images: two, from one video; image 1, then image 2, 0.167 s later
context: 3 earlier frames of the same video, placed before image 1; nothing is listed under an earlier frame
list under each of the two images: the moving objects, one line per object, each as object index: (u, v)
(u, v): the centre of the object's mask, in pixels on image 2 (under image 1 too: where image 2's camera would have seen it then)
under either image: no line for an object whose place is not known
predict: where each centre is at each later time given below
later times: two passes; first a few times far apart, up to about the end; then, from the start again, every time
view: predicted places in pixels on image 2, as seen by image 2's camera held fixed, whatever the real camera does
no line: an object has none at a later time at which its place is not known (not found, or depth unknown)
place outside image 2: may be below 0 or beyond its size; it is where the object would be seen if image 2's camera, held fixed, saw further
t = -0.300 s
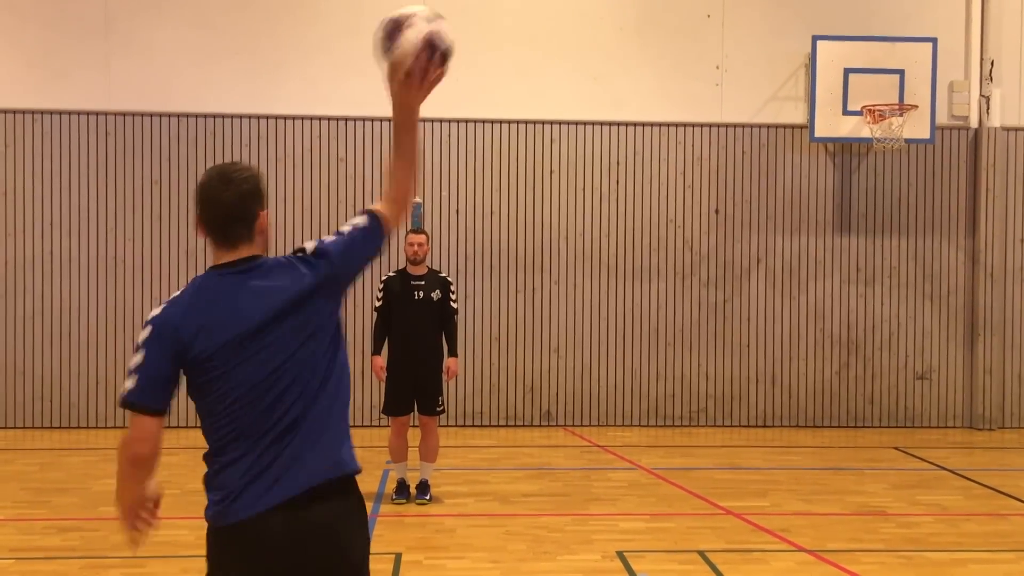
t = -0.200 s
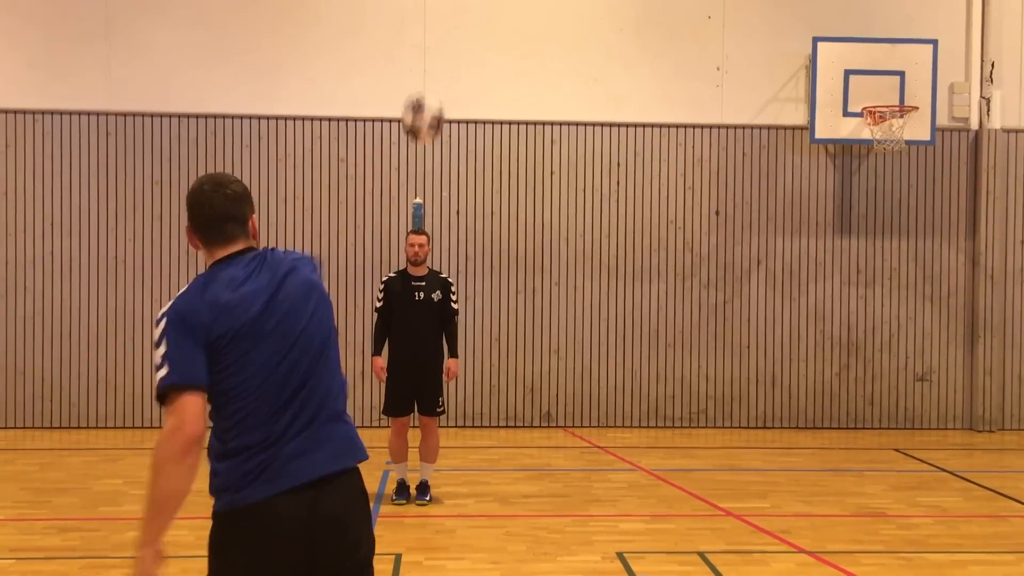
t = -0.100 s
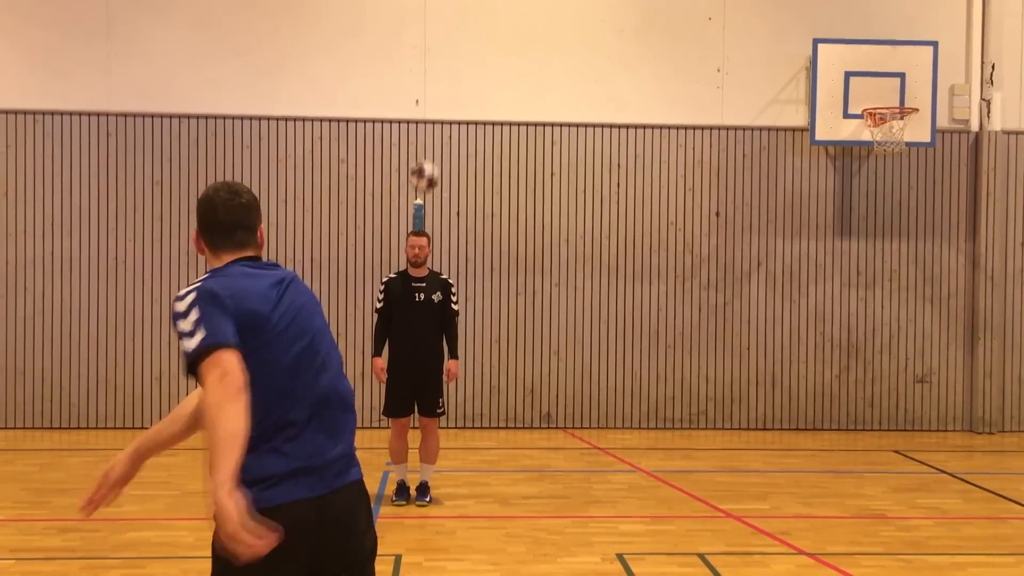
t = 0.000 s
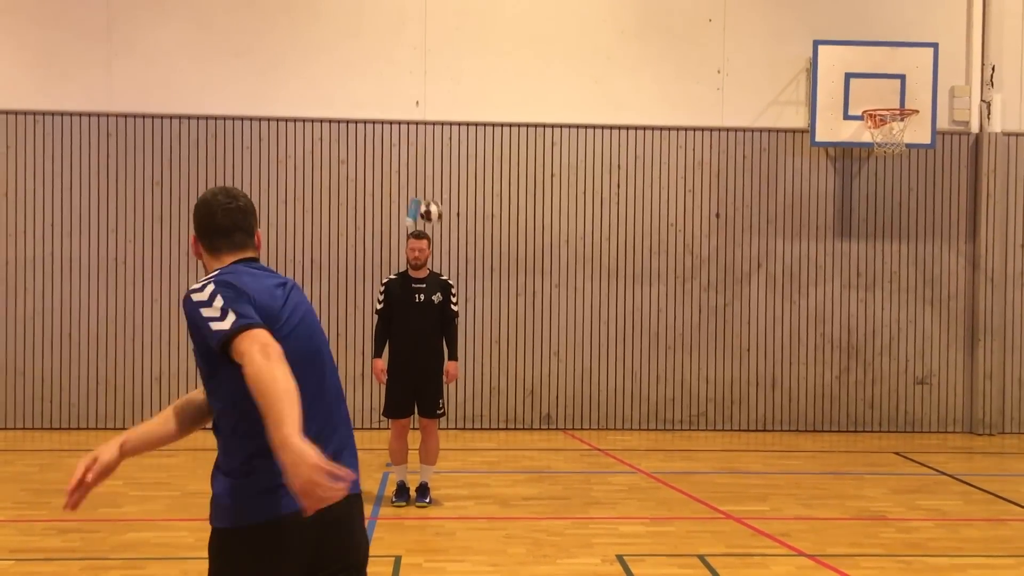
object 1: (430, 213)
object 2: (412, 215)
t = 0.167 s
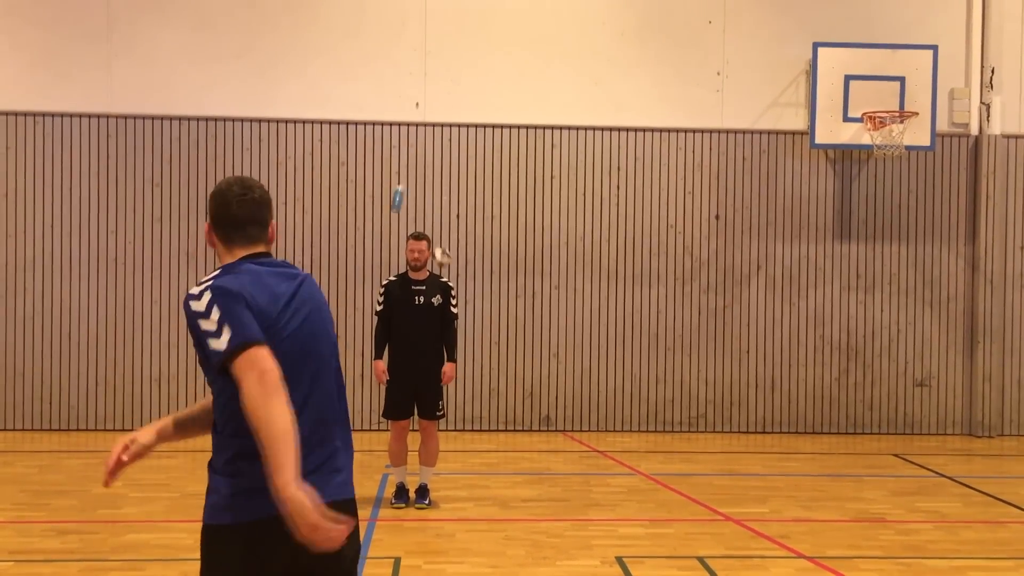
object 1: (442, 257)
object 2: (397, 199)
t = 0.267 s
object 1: (451, 277)
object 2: (389, 208)
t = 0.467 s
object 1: (468, 395)
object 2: (373, 262)
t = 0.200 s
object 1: (443, 264)
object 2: (395, 202)
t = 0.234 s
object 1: (446, 271)
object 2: (392, 204)
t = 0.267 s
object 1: (451, 277)
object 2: (389, 208)
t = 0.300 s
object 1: (457, 290)
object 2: (386, 216)
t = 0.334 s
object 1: (460, 306)
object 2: (384, 222)
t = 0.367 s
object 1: (463, 325)
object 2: (380, 231)
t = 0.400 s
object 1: (463, 343)
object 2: (378, 240)
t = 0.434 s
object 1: (465, 365)
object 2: (376, 251)
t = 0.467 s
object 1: (468, 395)
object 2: (373, 262)
